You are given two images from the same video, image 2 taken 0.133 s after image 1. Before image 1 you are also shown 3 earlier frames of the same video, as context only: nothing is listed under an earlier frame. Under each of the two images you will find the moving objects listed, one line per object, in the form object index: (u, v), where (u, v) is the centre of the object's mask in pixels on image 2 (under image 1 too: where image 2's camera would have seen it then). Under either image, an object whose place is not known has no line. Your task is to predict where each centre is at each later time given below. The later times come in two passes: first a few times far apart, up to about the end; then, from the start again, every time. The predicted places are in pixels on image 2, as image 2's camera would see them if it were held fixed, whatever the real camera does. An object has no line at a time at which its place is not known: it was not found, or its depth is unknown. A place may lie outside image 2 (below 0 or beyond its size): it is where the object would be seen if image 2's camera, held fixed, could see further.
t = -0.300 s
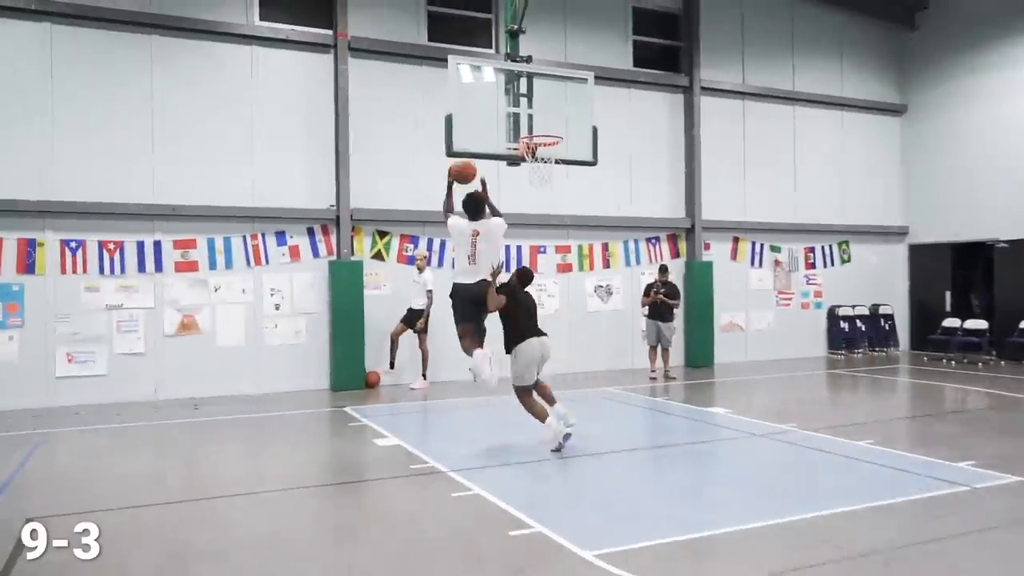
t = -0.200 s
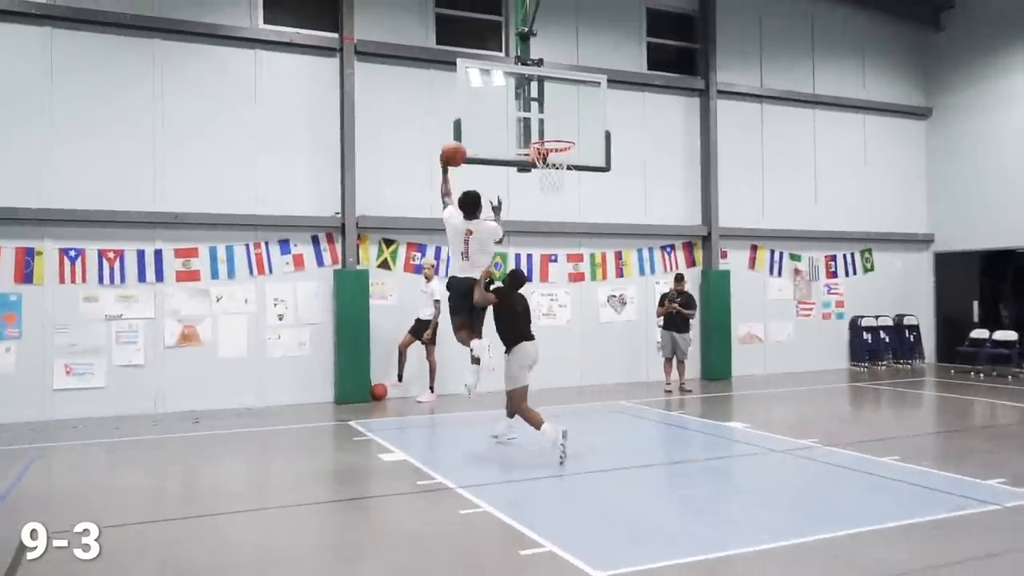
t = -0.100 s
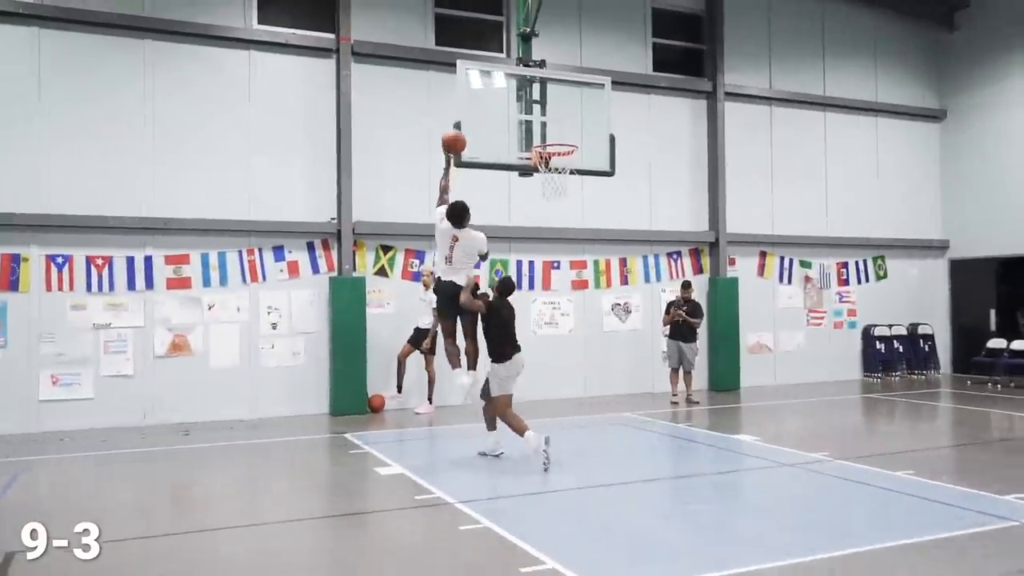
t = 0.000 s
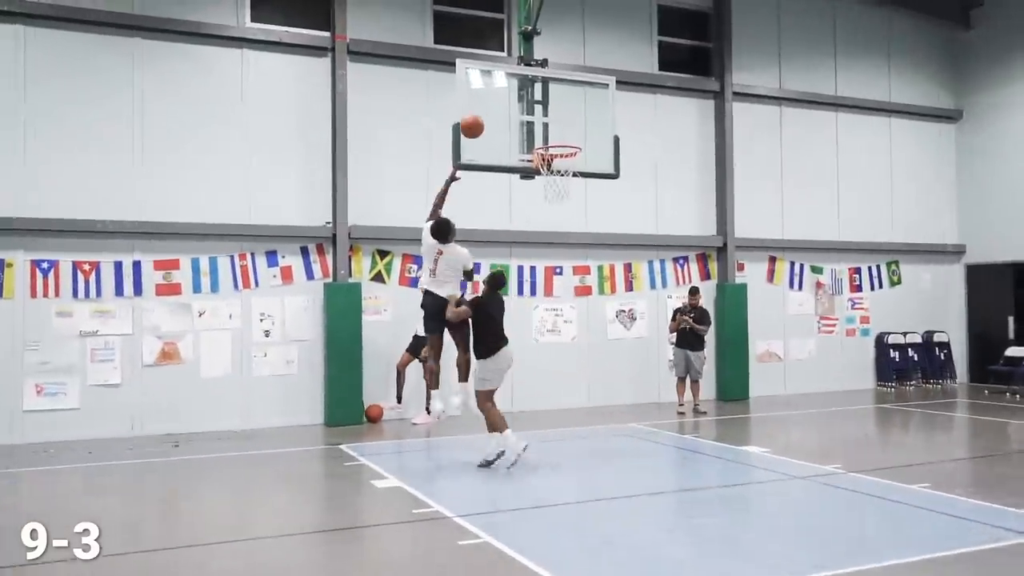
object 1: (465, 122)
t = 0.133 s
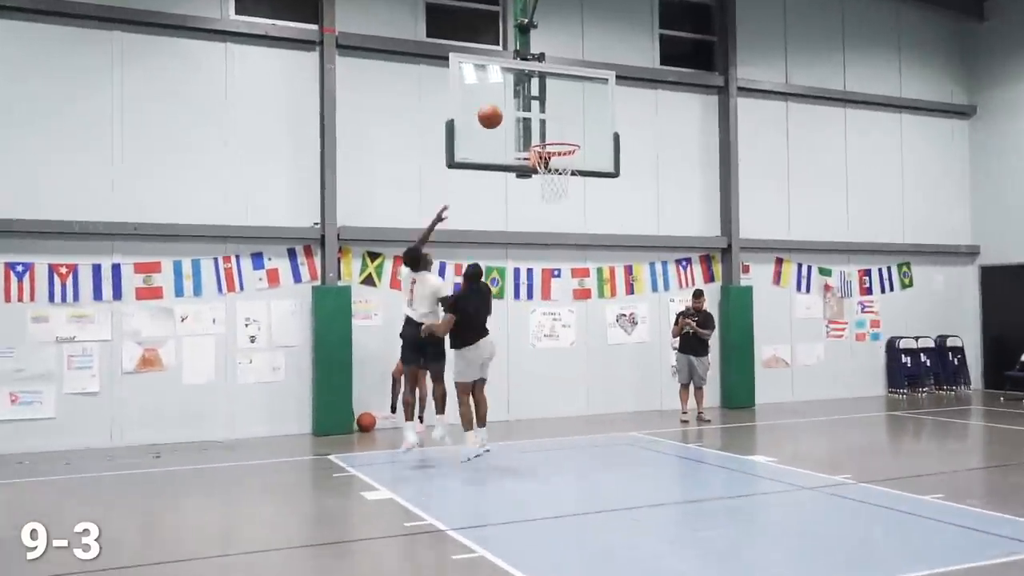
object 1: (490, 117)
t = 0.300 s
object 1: (521, 128)
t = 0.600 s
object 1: (552, 164)
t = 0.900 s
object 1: (532, 188)
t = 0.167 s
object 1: (496, 118)
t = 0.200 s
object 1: (502, 120)
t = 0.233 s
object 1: (508, 125)
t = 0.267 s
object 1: (513, 128)
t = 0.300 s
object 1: (521, 128)
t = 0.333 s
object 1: (528, 129)
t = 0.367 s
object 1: (537, 131)
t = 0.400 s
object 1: (545, 133)
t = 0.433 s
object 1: (553, 138)
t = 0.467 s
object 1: (562, 144)
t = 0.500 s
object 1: (566, 150)
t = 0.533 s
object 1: (562, 154)
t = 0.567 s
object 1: (559, 158)
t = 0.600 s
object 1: (552, 164)
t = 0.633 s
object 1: (546, 167)
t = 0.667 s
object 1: (542, 169)
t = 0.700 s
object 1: (538, 167)
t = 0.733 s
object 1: (536, 170)
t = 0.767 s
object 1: (535, 169)
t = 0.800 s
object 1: (533, 174)
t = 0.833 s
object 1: (532, 177)
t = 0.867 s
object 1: (531, 185)
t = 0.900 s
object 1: (532, 188)
